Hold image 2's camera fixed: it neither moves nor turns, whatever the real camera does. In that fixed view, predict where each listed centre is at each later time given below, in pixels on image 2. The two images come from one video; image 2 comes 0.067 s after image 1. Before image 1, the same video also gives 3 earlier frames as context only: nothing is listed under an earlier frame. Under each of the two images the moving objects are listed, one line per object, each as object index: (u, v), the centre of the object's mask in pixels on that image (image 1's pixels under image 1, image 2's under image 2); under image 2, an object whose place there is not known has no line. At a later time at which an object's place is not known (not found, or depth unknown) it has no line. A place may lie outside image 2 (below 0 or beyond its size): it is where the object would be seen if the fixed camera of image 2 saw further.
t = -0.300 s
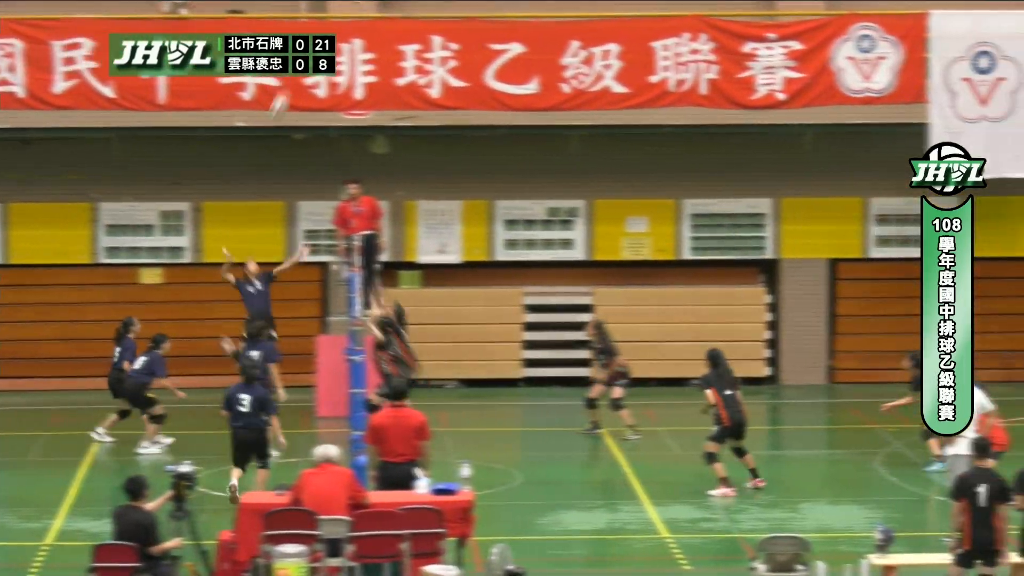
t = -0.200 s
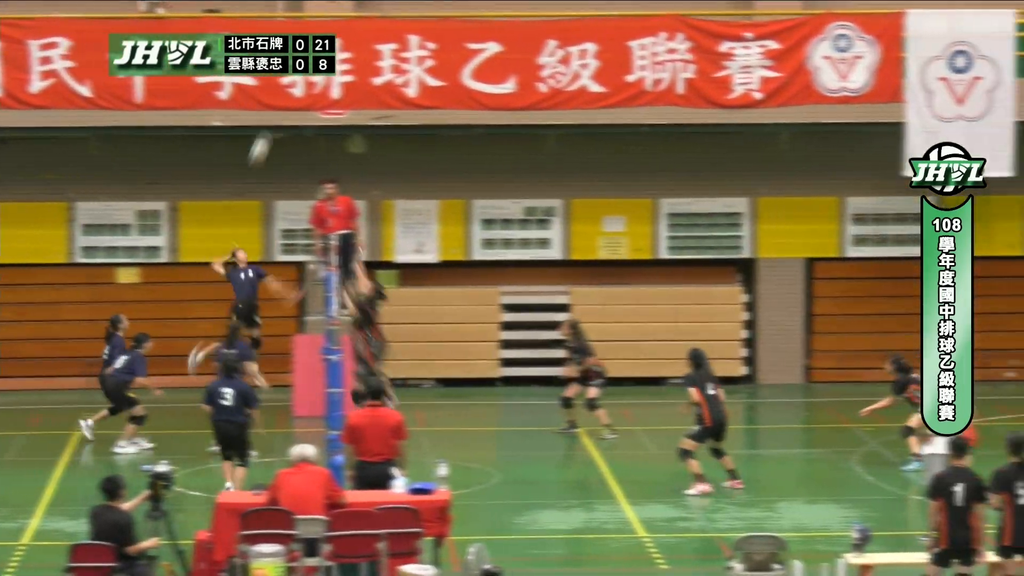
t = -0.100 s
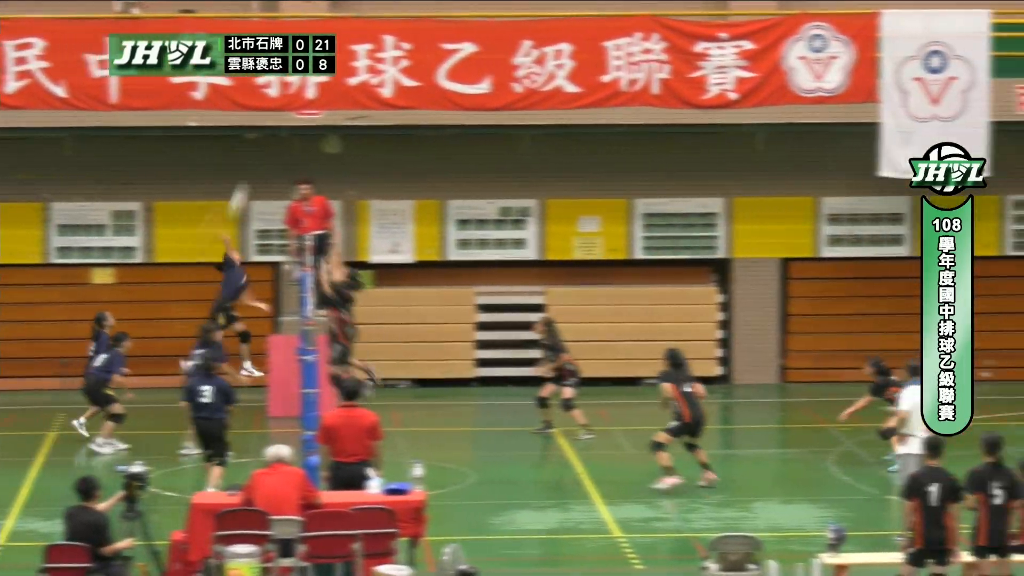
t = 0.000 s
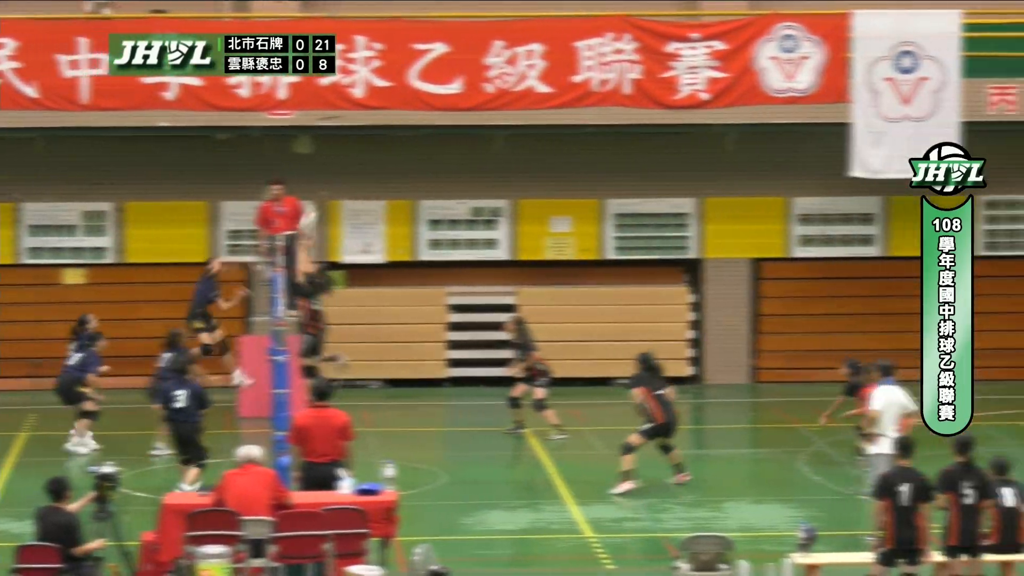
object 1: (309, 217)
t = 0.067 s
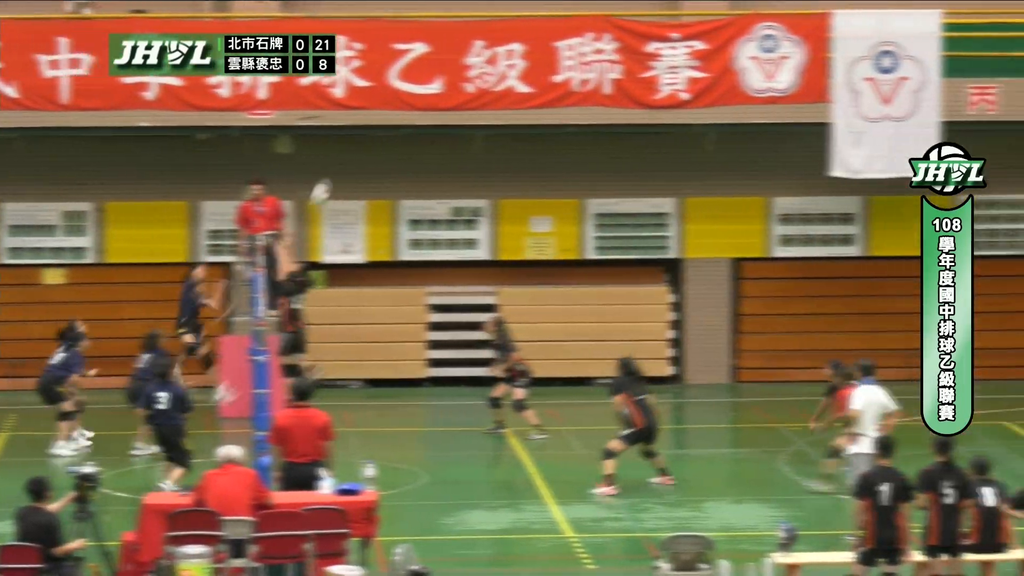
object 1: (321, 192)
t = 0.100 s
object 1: (337, 180)
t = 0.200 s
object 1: (386, 150)
